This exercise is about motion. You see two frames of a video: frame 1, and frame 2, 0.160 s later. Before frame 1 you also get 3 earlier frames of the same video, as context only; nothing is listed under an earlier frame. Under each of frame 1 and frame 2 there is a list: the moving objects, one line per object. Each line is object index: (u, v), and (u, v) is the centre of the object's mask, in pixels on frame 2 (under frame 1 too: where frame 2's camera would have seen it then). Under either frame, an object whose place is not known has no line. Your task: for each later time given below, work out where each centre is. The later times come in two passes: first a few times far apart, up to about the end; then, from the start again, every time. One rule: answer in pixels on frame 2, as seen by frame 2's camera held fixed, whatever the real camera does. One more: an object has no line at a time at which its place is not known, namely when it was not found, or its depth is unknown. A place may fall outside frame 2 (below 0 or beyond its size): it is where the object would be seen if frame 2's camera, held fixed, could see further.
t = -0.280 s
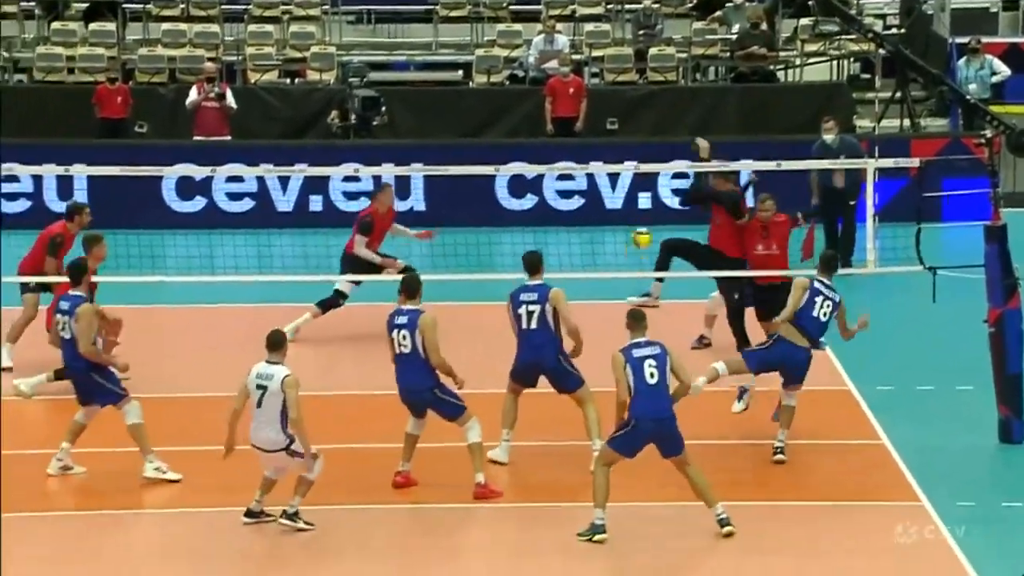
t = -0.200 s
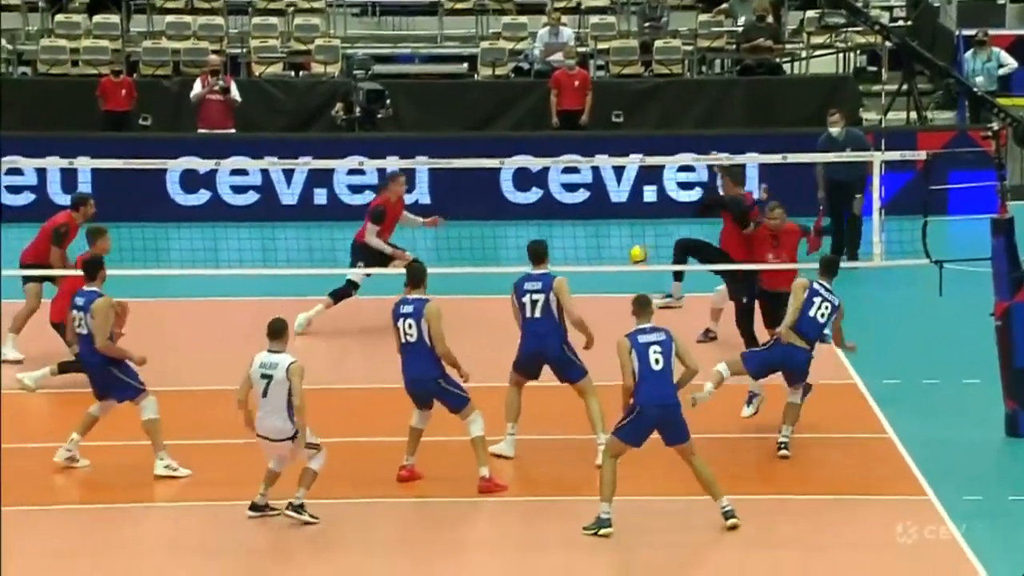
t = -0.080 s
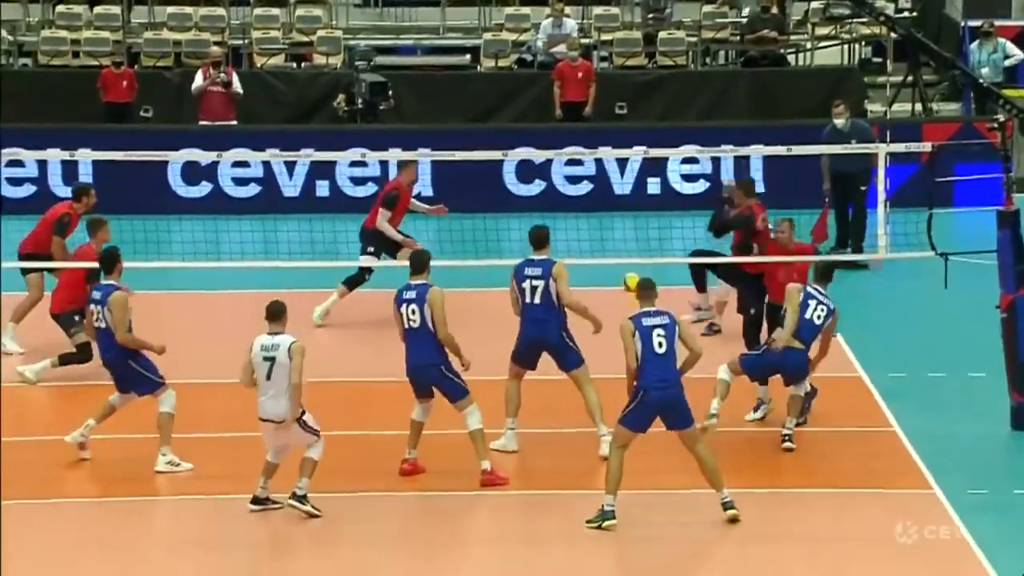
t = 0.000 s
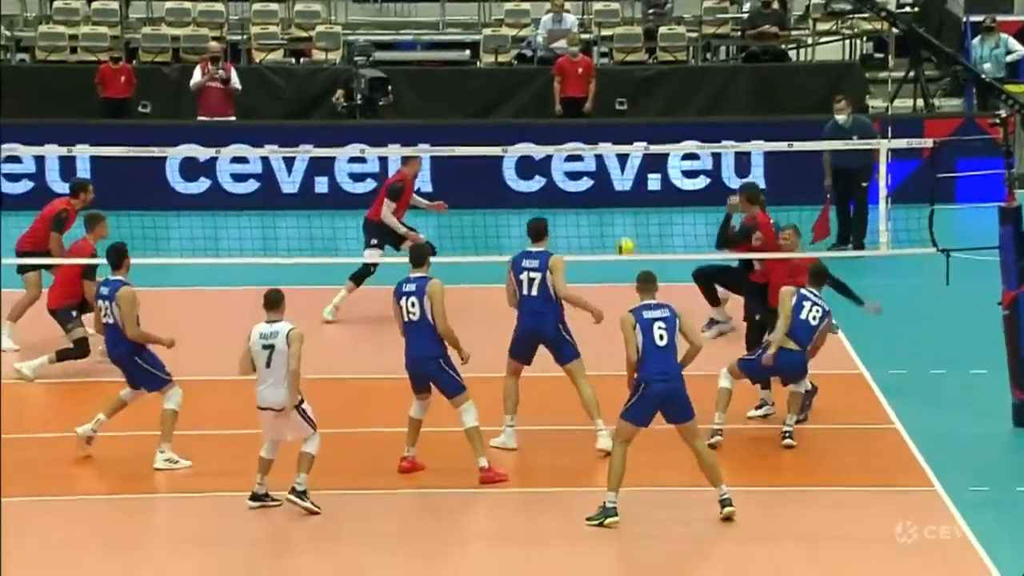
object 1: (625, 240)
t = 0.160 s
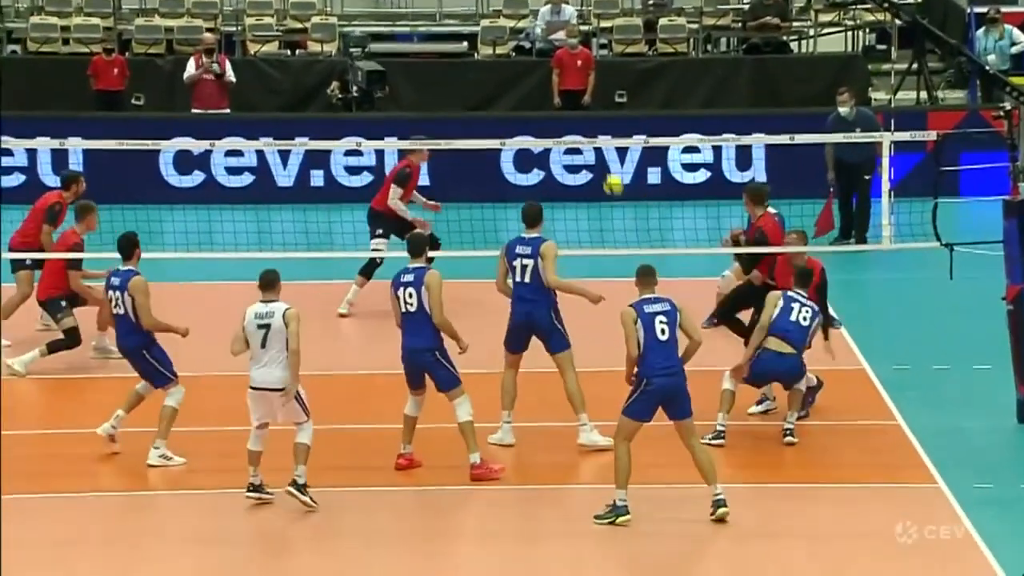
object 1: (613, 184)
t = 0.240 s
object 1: (607, 161)
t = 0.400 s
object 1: (598, 121)
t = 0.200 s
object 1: (610, 173)
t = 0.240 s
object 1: (607, 161)
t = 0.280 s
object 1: (605, 151)
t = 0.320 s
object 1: (602, 134)
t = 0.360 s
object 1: (600, 129)
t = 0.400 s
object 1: (598, 121)
